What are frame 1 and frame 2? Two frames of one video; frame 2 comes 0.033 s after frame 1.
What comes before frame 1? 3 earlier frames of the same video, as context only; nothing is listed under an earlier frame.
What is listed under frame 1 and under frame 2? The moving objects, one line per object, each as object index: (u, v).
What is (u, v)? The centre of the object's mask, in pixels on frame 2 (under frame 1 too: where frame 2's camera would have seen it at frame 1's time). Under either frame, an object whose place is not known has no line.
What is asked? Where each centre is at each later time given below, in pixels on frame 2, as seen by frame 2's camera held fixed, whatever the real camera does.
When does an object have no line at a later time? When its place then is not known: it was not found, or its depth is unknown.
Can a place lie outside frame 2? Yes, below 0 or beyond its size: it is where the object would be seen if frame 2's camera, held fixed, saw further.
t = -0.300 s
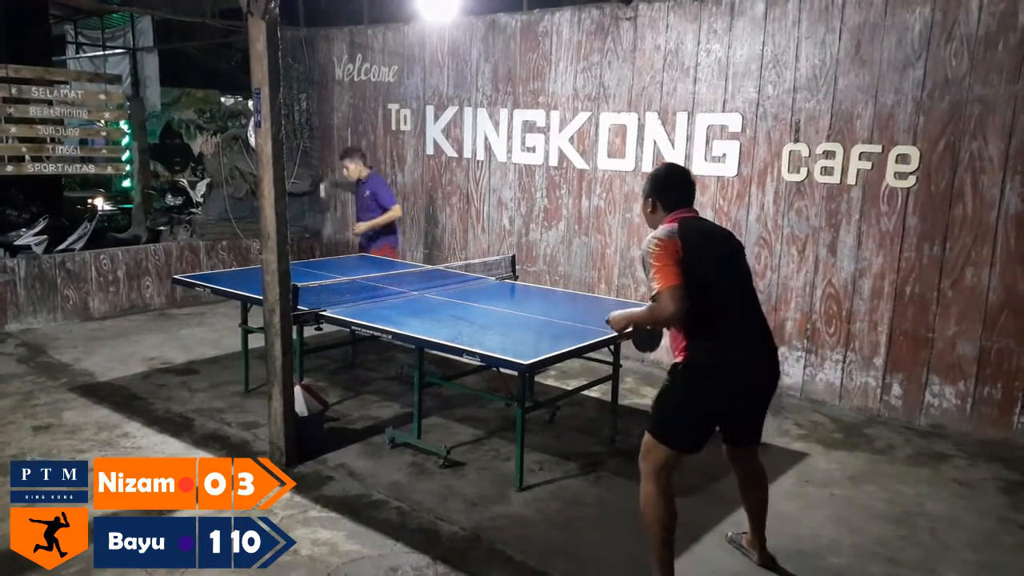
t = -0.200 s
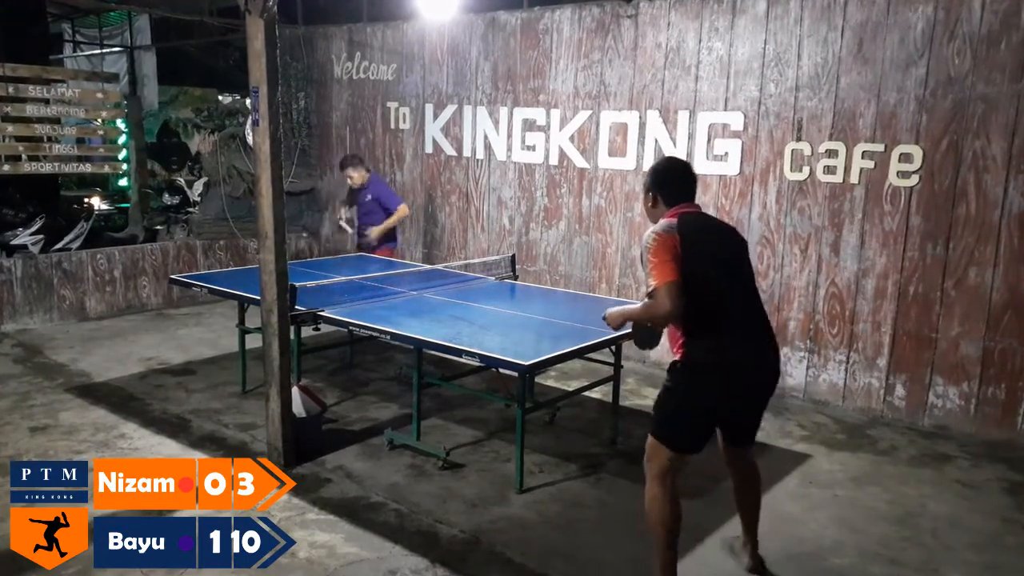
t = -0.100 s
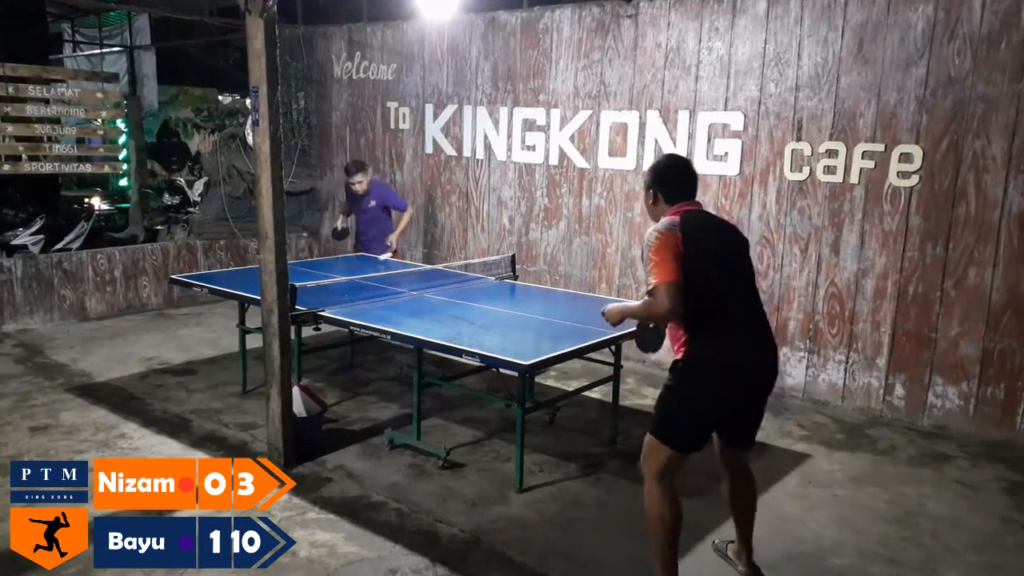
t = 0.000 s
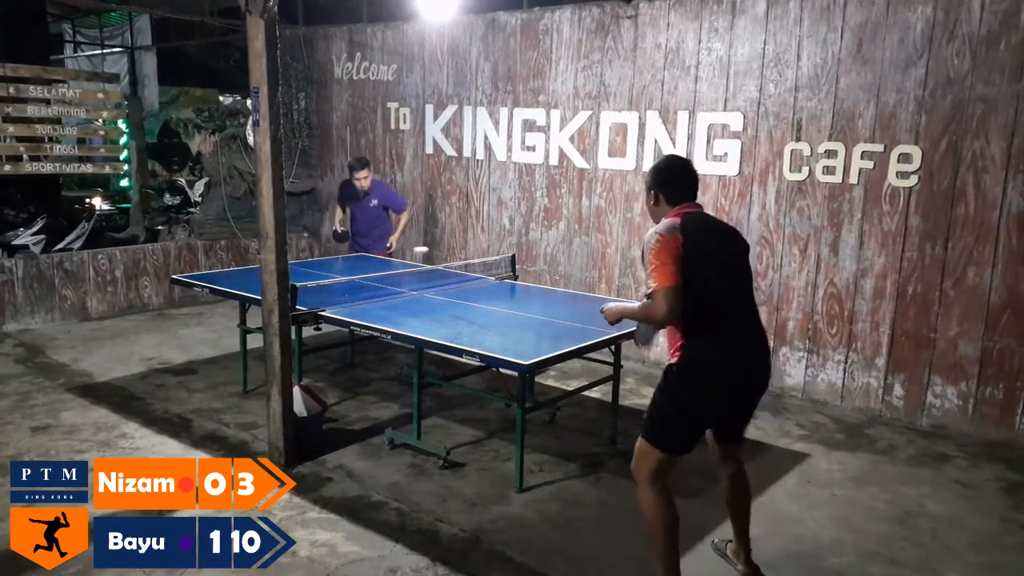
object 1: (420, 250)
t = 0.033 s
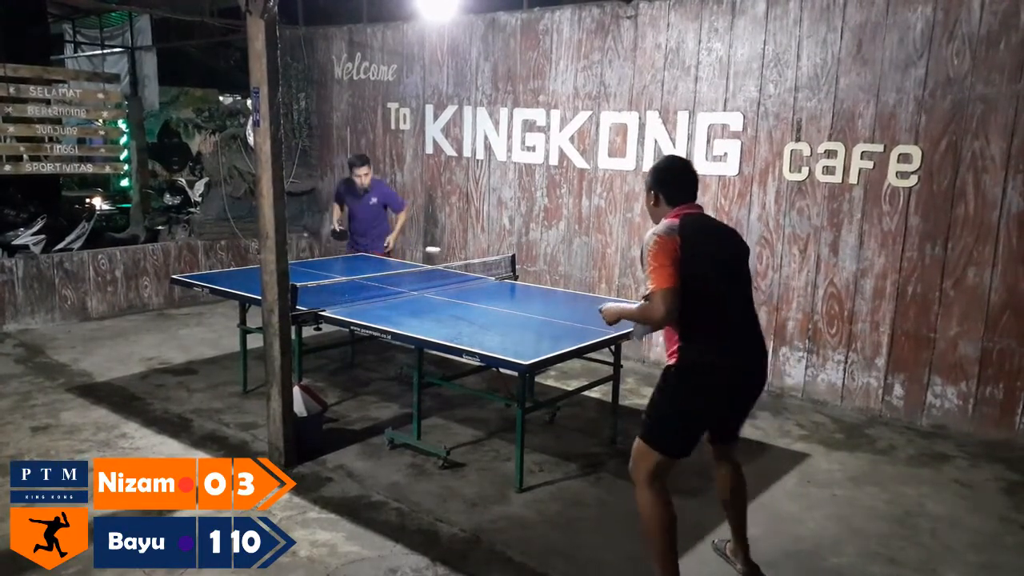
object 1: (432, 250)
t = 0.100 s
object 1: (449, 254)
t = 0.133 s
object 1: (466, 259)
